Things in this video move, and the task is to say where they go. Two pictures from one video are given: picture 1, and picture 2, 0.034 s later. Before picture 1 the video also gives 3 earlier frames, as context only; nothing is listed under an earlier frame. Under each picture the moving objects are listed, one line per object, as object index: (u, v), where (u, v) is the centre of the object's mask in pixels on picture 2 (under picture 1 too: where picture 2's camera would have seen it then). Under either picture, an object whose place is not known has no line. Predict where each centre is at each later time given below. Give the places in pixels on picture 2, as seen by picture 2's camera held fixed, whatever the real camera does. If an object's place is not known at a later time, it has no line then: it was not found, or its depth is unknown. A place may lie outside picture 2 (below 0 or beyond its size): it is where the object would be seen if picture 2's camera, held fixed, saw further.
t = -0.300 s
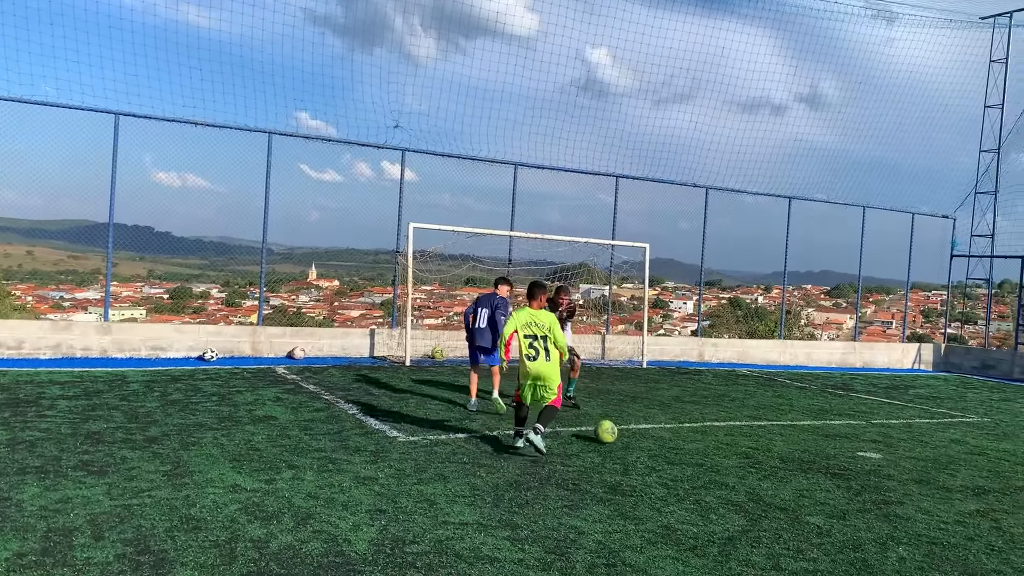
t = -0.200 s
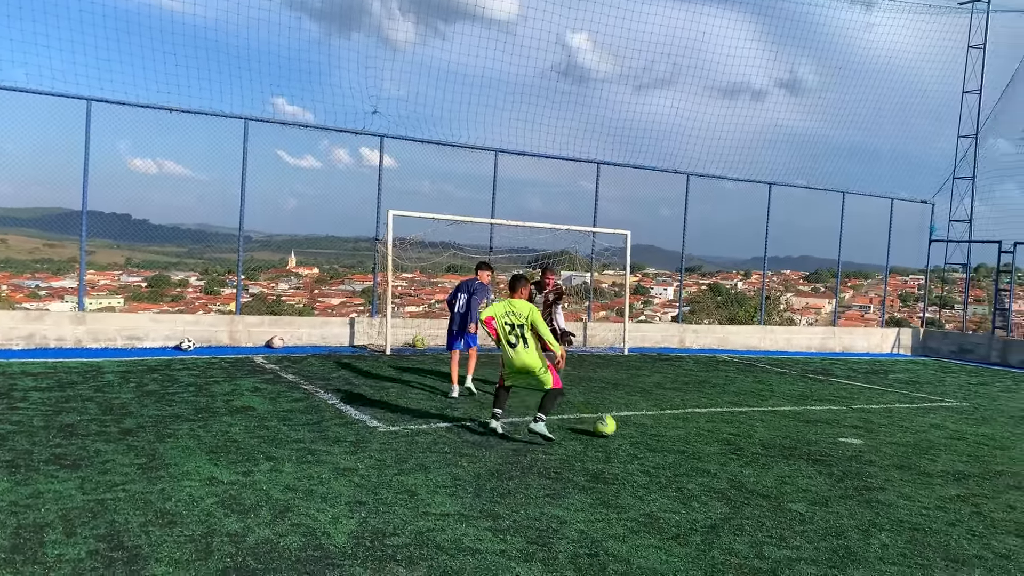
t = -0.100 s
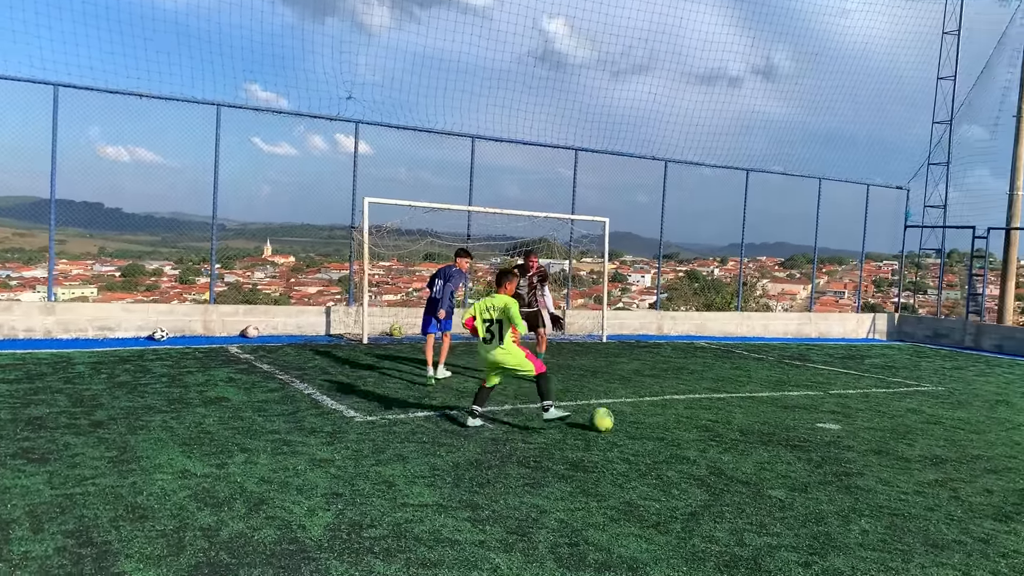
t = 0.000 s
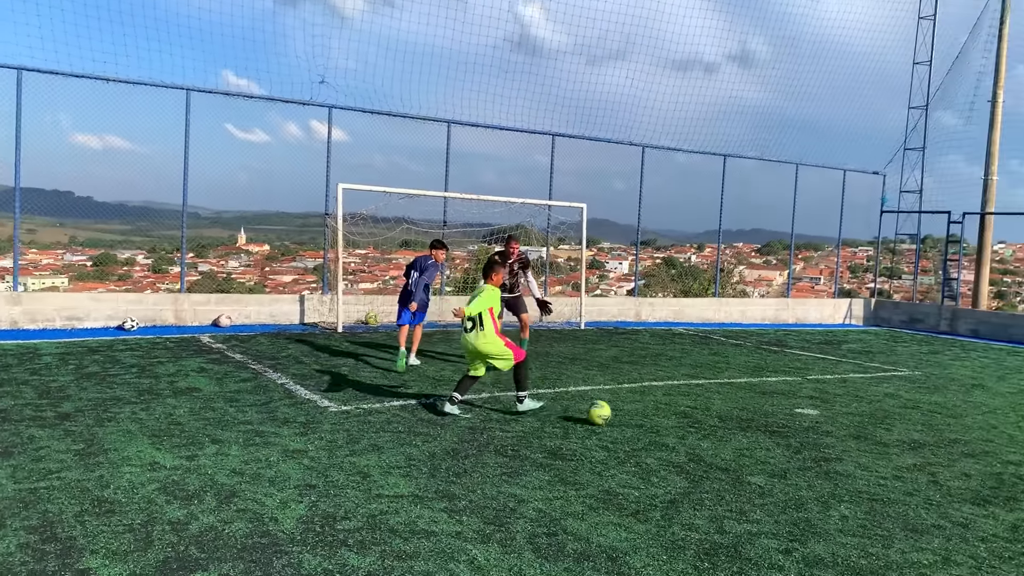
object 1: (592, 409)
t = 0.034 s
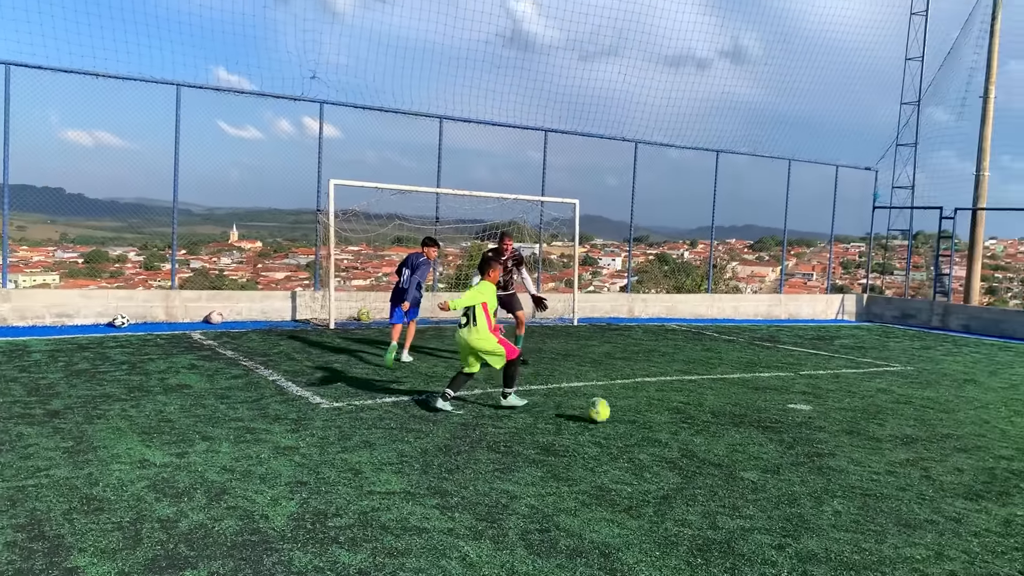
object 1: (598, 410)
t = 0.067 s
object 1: (604, 412)
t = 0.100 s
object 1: (611, 414)
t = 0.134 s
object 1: (617, 416)
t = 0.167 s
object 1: (624, 419)
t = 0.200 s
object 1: (632, 420)
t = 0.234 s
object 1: (639, 423)
